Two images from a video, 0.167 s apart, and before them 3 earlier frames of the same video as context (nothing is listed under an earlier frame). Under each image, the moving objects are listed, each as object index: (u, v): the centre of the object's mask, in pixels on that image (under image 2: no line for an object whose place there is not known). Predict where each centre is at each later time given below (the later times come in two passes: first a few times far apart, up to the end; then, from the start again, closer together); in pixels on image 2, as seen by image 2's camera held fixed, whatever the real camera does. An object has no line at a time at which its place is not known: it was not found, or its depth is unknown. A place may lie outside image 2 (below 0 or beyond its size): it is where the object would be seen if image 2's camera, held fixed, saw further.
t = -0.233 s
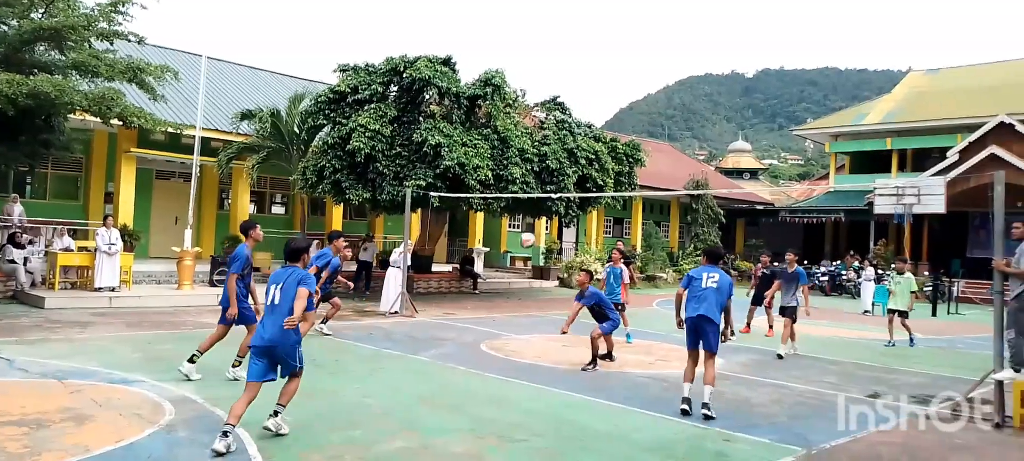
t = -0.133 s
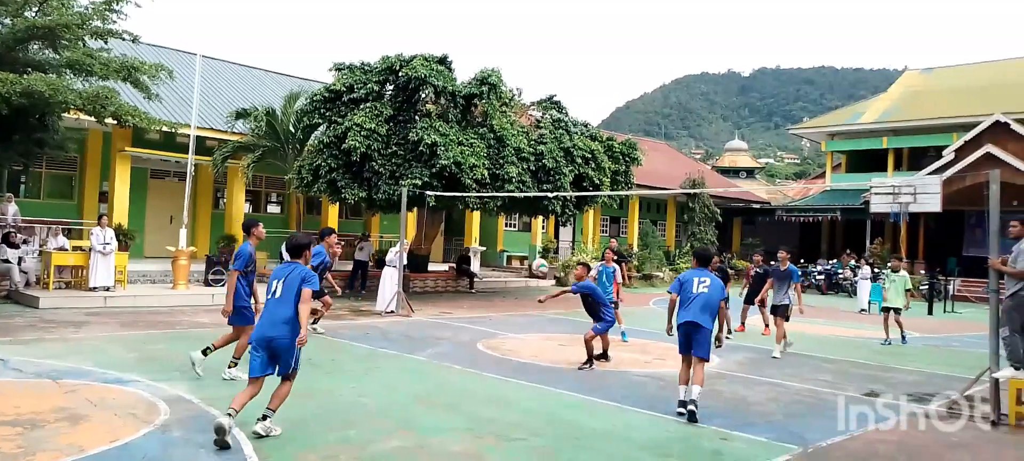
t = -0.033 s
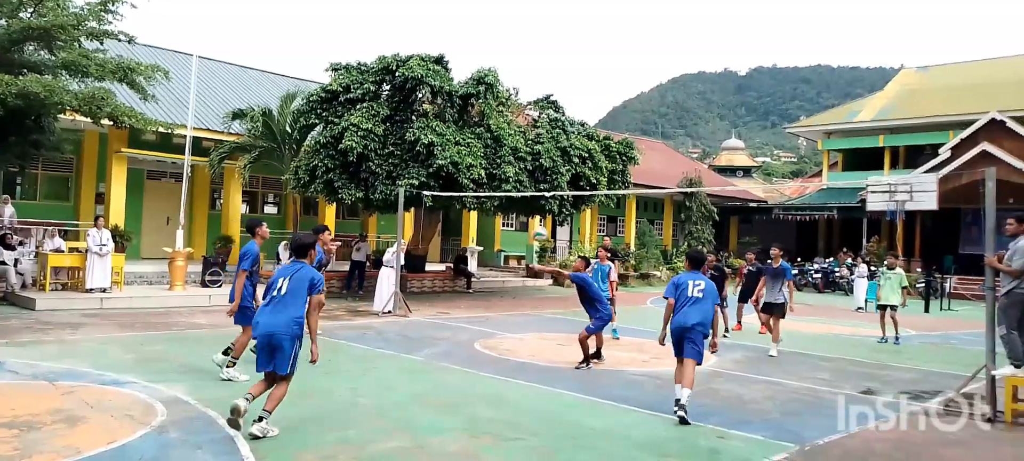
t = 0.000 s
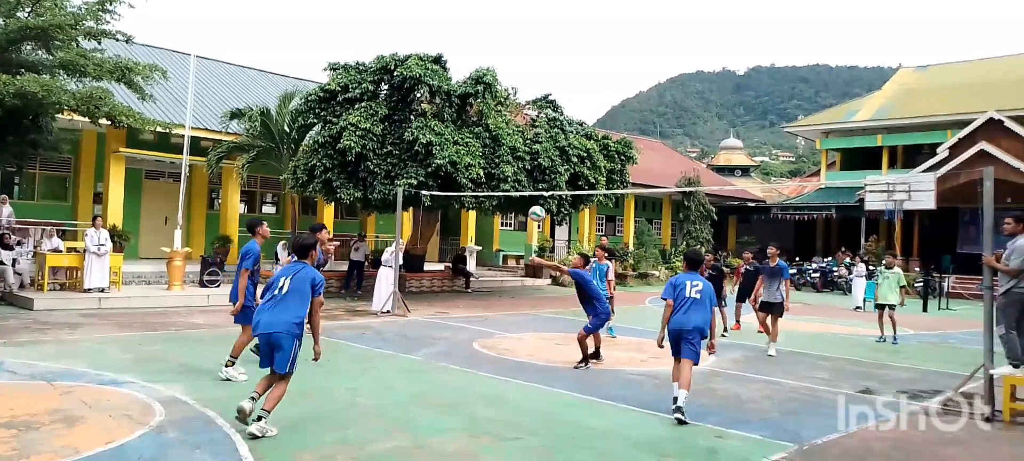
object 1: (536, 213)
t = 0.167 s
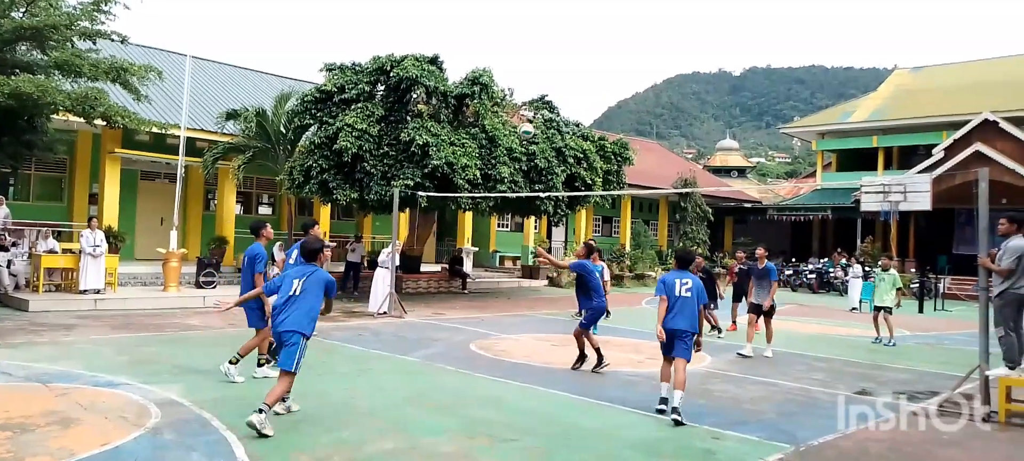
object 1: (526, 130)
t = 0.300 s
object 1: (519, 82)
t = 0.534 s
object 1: (506, 33)
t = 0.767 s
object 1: (492, 25)
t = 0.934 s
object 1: (482, 42)
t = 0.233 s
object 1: (523, 104)
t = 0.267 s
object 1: (520, 94)
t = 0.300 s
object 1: (519, 82)
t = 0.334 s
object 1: (517, 72)
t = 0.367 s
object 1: (515, 63)
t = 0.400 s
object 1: (514, 56)
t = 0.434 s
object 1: (511, 49)
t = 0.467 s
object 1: (510, 42)
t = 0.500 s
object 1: (508, 37)
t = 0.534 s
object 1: (506, 33)
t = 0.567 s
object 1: (504, 29)
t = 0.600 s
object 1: (502, 26)
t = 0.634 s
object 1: (500, 25)
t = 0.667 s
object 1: (498, 23)
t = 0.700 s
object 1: (496, 23)
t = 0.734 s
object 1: (494, 23)
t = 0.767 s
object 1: (492, 25)
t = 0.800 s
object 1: (491, 26)
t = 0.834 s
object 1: (488, 29)
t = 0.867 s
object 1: (486, 33)
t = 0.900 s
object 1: (484, 37)
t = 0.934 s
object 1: (482, 42)
